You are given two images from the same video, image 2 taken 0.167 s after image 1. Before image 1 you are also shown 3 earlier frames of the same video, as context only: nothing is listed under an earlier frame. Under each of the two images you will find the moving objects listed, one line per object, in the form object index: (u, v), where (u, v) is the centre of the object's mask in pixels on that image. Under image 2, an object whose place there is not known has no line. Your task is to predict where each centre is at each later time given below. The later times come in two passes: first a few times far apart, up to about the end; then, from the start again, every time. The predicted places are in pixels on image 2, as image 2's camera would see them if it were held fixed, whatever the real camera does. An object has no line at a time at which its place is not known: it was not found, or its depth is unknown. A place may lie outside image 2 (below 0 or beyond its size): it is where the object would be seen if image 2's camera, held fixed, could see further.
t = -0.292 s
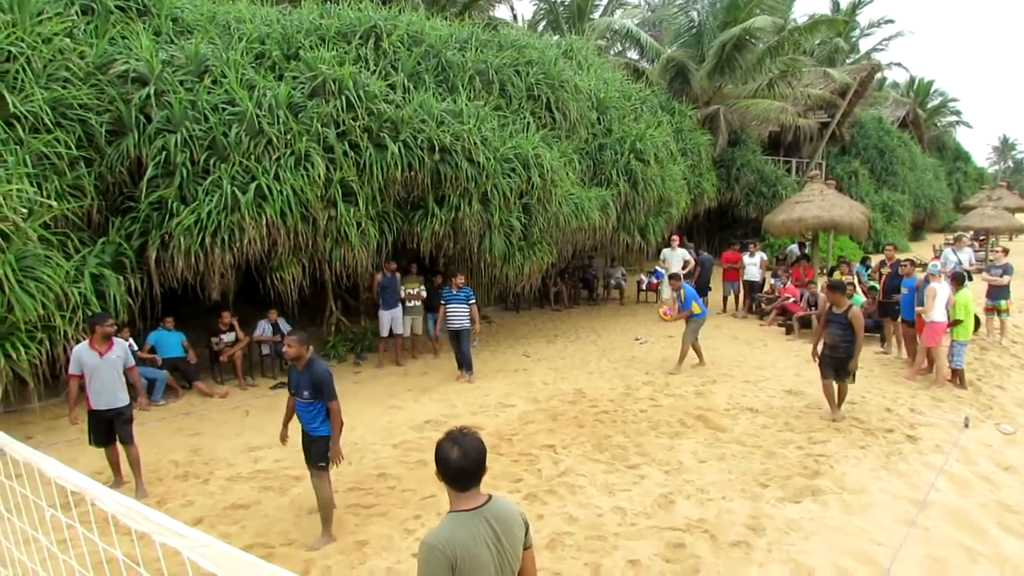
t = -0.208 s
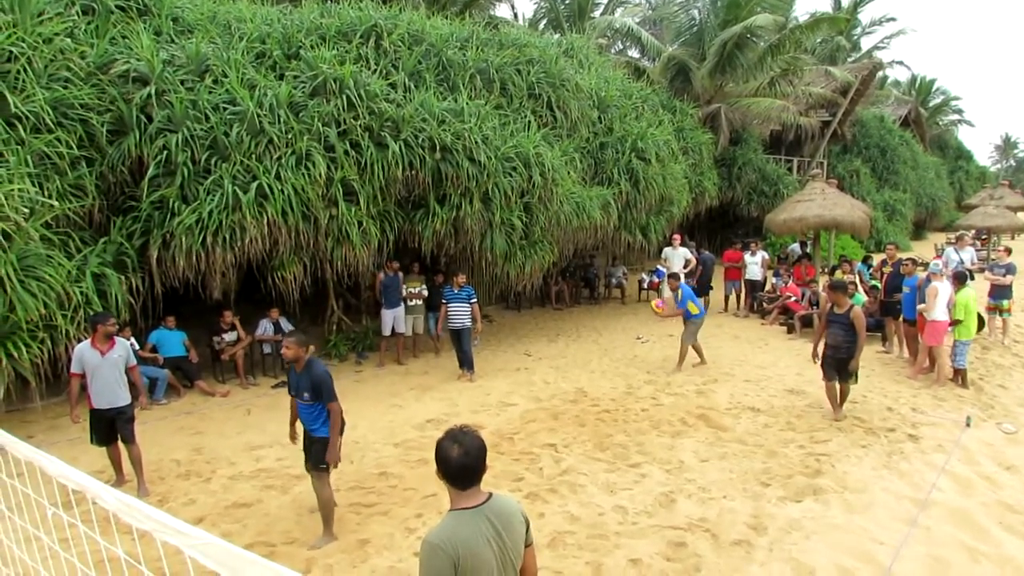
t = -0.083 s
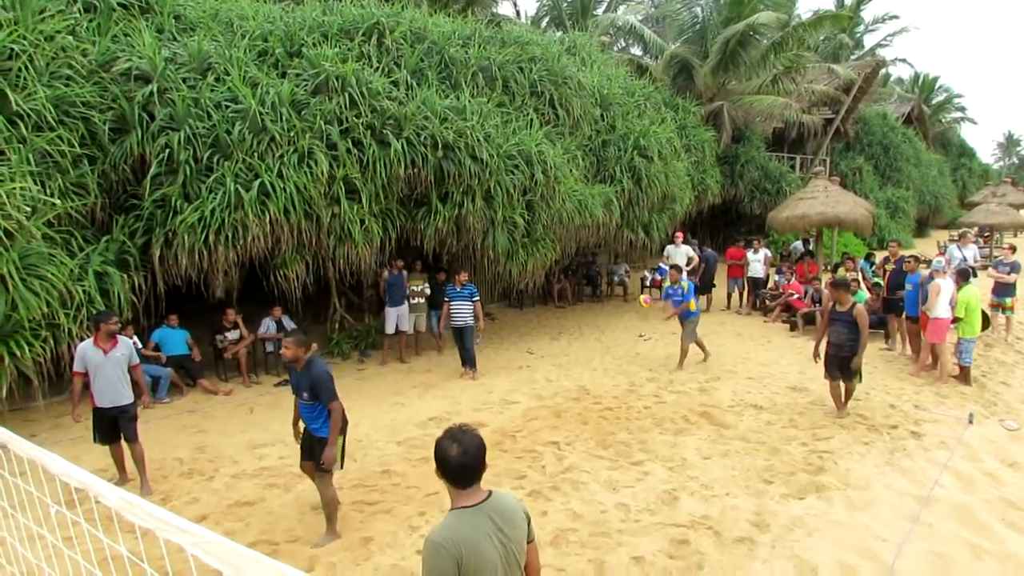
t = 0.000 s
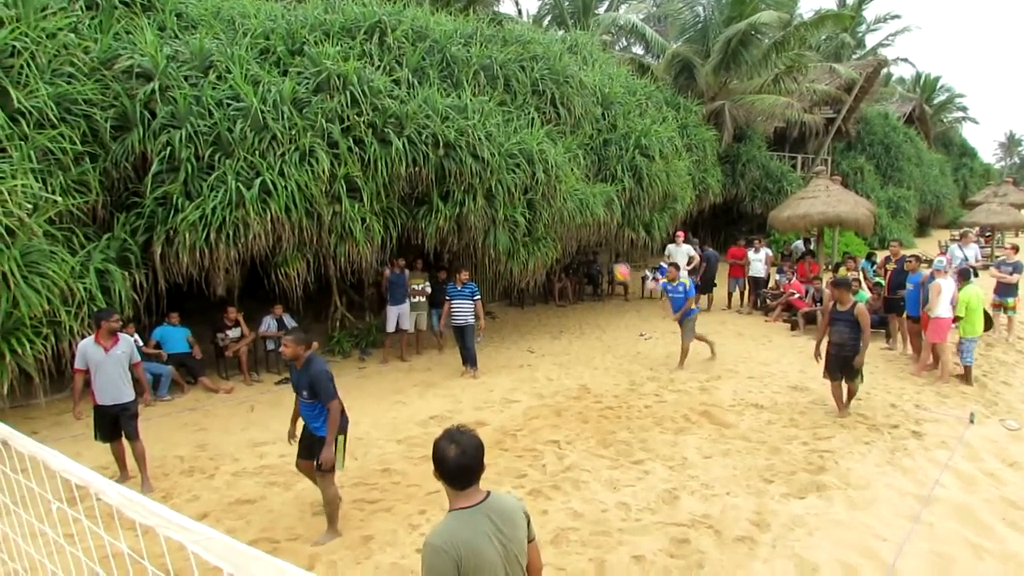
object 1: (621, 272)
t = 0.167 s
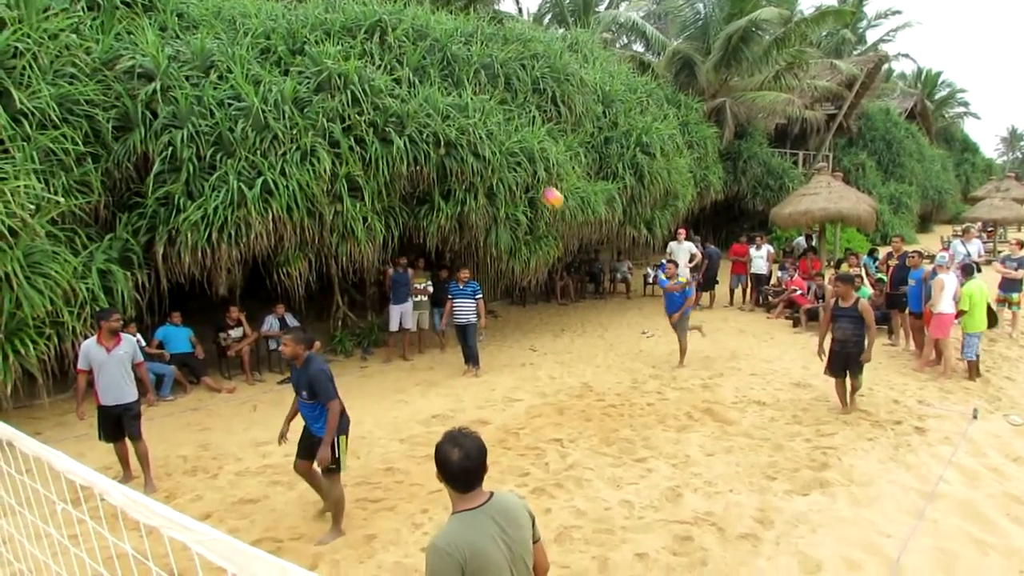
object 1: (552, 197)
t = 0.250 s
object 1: (507, 160)
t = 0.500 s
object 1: (296, 59)
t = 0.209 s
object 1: (531, 179)
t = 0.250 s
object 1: (507, 160)
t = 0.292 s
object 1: (480, 142)
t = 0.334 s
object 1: (452, 125)
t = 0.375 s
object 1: (419, 108)
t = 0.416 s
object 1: (383, 91)
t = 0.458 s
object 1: (342, 75)
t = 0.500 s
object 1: (296, 59)
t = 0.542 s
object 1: (245, 43)
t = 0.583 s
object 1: (185, 28)
